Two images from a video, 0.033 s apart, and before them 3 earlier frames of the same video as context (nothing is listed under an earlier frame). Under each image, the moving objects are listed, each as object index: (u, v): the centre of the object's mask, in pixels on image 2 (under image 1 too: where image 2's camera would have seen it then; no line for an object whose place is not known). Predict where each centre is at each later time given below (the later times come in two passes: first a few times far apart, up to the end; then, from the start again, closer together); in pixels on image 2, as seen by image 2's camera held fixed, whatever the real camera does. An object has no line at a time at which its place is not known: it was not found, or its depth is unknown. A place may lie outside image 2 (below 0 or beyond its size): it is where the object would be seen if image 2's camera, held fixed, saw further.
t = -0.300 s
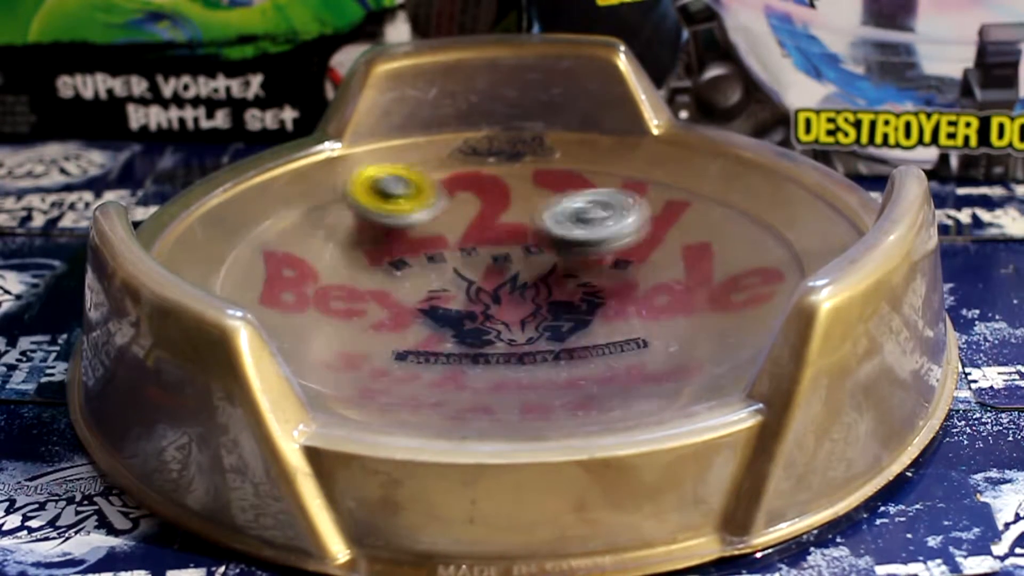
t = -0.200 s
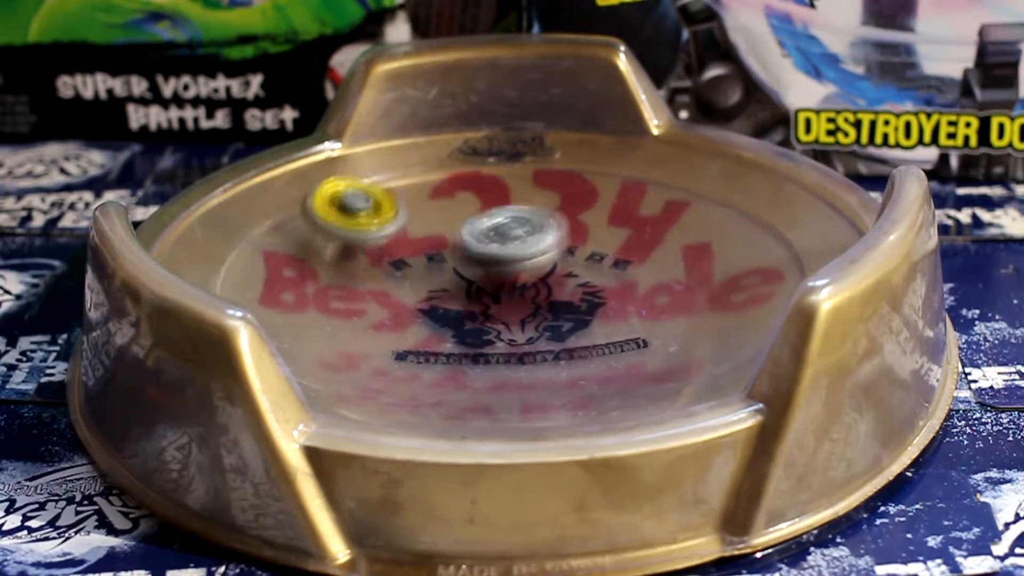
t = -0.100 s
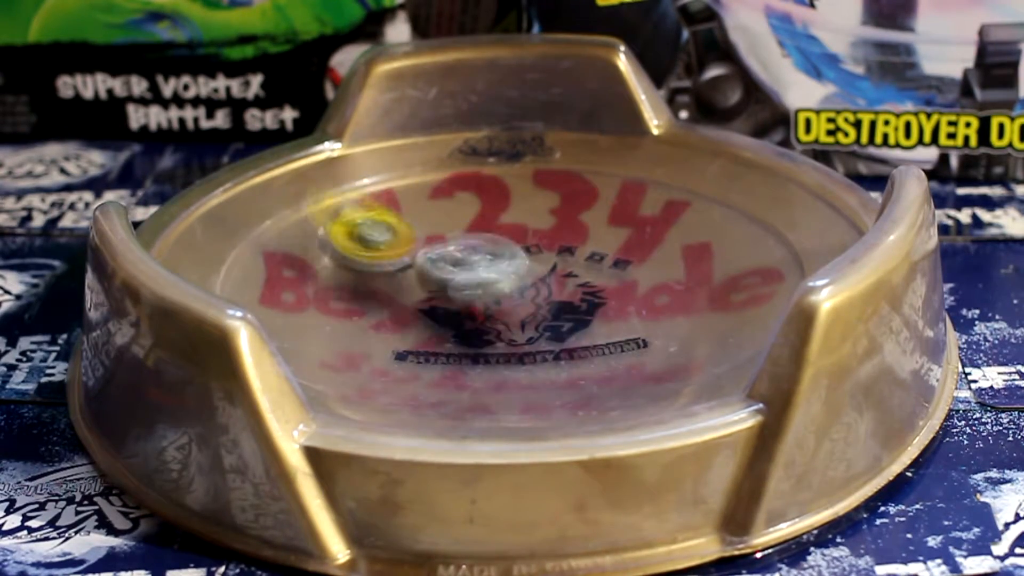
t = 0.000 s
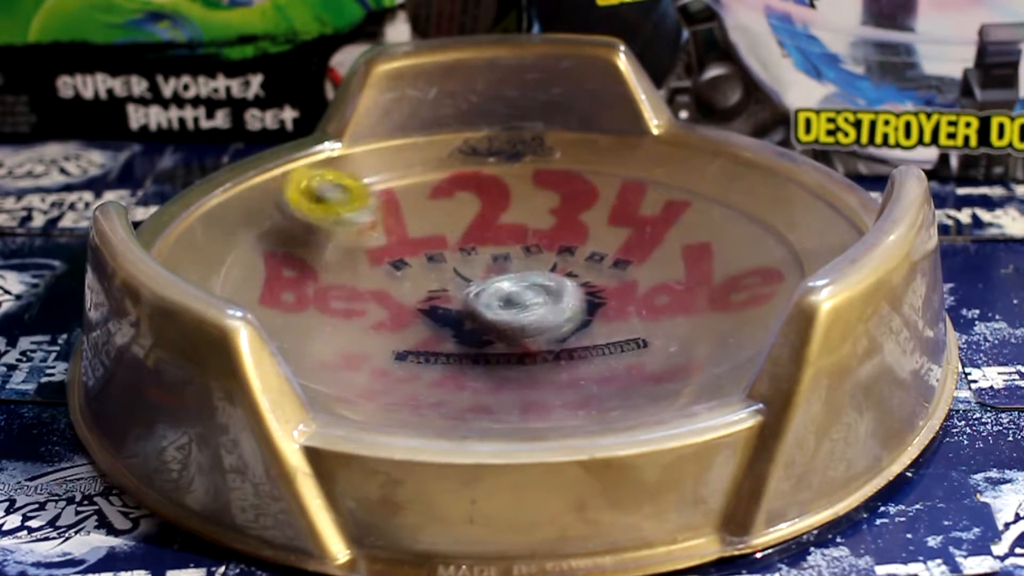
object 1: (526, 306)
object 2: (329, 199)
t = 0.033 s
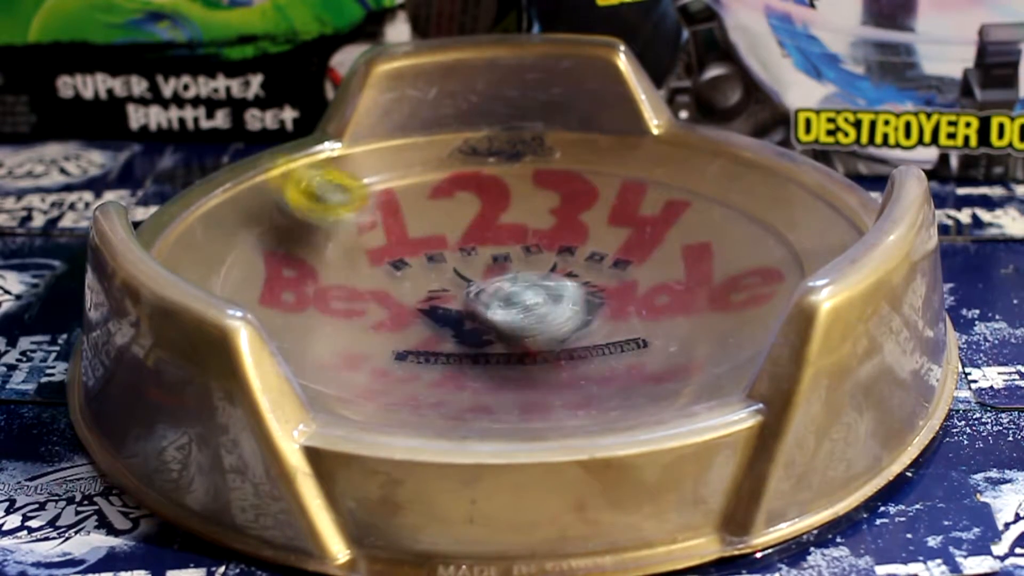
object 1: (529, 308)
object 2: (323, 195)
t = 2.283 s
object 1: (417, 251)
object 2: (602, 340)
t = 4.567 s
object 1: (357, 233)
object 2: (611, 267)
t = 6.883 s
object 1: (416, 282)
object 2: (584, 241)
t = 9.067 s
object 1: (535, 294)
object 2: (460, 226)
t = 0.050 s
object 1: (547, 315)
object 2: (312, 186)
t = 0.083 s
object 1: (550, 319)
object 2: (305, 182)
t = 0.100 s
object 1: (552, 319)
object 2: (299, 170)
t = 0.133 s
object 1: (570, 325)
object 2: (294, 164)
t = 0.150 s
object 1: (571, 326)
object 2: (293, 163)
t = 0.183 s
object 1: (587, 329)
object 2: (290, 155)
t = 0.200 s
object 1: (593, 332)
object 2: (290, 154)
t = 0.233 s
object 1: (597, 332)
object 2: (288, 153)
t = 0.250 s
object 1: (609, 332)
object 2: (284, 149)
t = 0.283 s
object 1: (615, 335)
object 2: (283, 147)
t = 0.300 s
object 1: (625, 336)
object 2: (281, 147)
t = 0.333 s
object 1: (633, 335)
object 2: (277, 146)
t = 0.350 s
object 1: (635, 336)
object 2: (276, 147)
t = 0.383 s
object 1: (647, 336)
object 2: (273, 148)
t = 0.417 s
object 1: (651, 336)
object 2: (271, 148)
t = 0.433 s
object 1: (656, 336)
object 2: (270, 147)
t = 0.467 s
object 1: (670, 335)
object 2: (268, 143)
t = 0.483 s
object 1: (671, 335)
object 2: (268, 142)
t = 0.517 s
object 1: (684, 333)
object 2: (267, 141)
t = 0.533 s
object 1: (686, 333)
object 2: (266, 141)
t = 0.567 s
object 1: (689, 331)
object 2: (265, 141)
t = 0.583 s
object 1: (695, 328)
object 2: (265, 142)
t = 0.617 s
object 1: (697, 327)
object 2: (264, 143)
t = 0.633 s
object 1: (699, 327)
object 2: (263, 144)
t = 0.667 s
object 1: (706, 327)
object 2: (261, 145)
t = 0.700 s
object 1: (708, 326)
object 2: (259, 145)
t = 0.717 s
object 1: (713, 326)
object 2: (258, 146)
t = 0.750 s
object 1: (718, 325)
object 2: (255, 147)
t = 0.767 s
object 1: (726, 324)
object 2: (250, 150)
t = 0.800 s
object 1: (717, 305)
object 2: (243, 154)
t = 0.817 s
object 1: (707, 303)
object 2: (241, 162)
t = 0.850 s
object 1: (685, 312)
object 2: (245, 174)
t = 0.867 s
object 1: (678, 308)
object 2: (249, 178)
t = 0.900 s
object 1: (663, 307)
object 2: (264, 183)
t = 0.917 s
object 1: (653, 306)
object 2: (272, 186)
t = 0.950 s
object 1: (635, 304)
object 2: (289, 200)
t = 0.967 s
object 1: (623, 303)
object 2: (300, 203)
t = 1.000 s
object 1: (599, 303)
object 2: (321, 210)
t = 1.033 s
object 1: (572, 303)
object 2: (342, 221)
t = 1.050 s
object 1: (559, 303)
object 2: (354, 226)
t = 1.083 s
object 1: (530, 304)
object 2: (381, 234)
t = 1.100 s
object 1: (517, 304)
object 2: (395, 238)
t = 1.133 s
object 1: (485, 305)
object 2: (420, 243)
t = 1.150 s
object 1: (471, 306)
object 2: (437, 247)
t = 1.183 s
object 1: (447, 306)
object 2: (466, 248)
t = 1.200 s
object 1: (436, 307)
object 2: (478, 249)
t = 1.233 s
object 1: (411, 309)
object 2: (505, 251)
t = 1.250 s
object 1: (400, 309)
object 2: (519, 249)
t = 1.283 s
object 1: (379, 312)
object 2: (546, 246)
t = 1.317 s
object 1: (362, 316)
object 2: (574, 242)
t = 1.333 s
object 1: (355, 315)
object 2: (586, 239)
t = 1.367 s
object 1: (345, 320)
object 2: (610, 233)
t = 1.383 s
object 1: (342, 319)
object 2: (622, 229)
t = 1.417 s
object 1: (341, 323)
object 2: (643, 221)
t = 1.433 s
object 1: (342, 324)
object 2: (653, 217)
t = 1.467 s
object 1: (347, 325)
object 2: (671, 208)
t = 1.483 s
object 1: (353, 326)
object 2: (679, 203)
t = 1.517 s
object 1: (367, 327)
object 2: (694, 195)
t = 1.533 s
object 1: (376, 326)
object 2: (701, 190)
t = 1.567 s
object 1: (392, 325)
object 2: (713, 185)
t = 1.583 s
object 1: (399, 323)
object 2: (720, 181)
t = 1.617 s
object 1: (412, 318)
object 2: (728, 177)
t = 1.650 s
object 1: (421, 312)
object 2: (716, 181)
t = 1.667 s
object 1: (425, 307)
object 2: (710, 183)
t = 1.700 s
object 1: (430, 298)
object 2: (702, 187)
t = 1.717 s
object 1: (432, 293)
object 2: (700, 189)
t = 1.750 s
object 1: (431, 283)
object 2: (697, 193)
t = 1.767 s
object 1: (430, 278)
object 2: (693, 196)
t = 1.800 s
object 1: (426, 266)
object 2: (685, 202)
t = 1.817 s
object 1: (422, 260)
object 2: (679, 207)
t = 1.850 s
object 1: (415, 248)
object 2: (667, 217)
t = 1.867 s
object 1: (411, 244)
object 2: (661, 222)
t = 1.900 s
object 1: (401, 233)
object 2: (651, 232)
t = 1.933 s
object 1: (390, 224)
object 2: (641, 245)
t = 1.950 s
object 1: (384, 221)
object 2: (636, 250)
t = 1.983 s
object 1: (371, 213)
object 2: (628, 262)
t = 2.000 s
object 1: (363, 210)
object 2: (624, 267)
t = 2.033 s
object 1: (351, 208)
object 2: (617, 279)
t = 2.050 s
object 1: (346, 208)
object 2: (613, 284)
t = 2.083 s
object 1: (339, 210)
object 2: (608, 294)
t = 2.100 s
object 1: (338, 211)
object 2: (605, 300)
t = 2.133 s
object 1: (340, 218)
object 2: (601, 310)
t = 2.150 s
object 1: (343, 222)
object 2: (600, 313)
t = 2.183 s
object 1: (356, 231)
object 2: (598, 322)
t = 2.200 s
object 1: (366, 236)
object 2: (598, 325)
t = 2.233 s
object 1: (384, 242)
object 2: (599, 332)
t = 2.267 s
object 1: (406, 248)
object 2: (601, 338)
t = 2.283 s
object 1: (417, 251)
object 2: (602, 340)
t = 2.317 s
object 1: (442, 253)
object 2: (605, 344)
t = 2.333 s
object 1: (455, 254)
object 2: (607, 345)
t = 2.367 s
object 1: (480, 254)
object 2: (610, 348)
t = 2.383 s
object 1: (494, 252)
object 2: (610, 350)
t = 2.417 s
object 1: (516, 250)
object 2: (609, 354)
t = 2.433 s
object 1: (526, 248)
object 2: (607, 355)
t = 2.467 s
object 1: (548, 241)
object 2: (604, 357)
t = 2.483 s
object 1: (559, 238)
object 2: (601, 358)
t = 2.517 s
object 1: (576, 231)
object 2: (597, 359)
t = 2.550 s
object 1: (590, 223)
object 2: (590, 359)
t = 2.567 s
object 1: (596, 218)
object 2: (587, 359)
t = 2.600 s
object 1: (604, 210)
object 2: (579, 358)
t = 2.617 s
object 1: (607, 204)
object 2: (574, 357)
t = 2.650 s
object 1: (607, 199)
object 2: (563, 356)
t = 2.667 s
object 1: (606, 195)
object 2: (558, 354)
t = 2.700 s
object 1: (597, 194)
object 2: (546, 352)
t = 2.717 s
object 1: (591, 194)
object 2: (539, 351)
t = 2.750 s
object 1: (580, 198)
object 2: (525, 348)
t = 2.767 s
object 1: (574, 202)
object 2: (517, 346)
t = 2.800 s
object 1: (565, 210)
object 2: (502, 344)
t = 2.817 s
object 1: (560, 217)
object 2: (493, 341)
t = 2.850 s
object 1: (555, 228)
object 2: (474, 336)
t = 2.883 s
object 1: (553, 240)
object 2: (455, 332)
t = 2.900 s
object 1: (553, 245)
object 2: (447, 330)
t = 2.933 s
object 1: (554, 256)
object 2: (427, 326)
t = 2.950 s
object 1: (556, 262)
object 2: (417, 322)
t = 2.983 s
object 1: (561, 272)
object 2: (398, 317)
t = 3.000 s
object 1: (565, 278)
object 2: (389, 315)
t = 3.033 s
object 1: (572, 286)
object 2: (370, 309)
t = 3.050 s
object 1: (576, 288)
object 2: (360, 307)
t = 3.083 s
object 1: (587, 295)
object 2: (343, 302)
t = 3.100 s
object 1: (593, 298)
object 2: (334, 298)
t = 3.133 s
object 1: (607, 302)
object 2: (319, 294)
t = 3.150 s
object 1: (612, 304)
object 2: (312, 292)
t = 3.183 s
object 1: (627, 305)
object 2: (297, 287)
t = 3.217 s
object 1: (642, 305)
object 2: (285, 283)
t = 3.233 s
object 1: (649, 306)
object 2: (279, 280)
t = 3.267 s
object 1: (661, 303)
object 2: (269, 276)
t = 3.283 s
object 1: (665, 301)
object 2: (265, 273)
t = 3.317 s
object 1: (668, 298)
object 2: (261, 271)
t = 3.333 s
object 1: (666, 297)
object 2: (260, 269)
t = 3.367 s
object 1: (660, 295)
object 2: (260, 267)
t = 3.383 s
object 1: (652, 294)
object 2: (261, 266)
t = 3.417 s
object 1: (635, 294)
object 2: (265, 265)
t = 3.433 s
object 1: (626, 295)
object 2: (268, 265)
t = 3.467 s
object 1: (606, 295)
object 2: (278, 264)
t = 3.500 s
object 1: (582, 297)
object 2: (290, 264)
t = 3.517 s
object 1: (571, 299)
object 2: (298, 264)
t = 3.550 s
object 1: (547, 303)
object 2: (315, 266)
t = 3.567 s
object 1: (537, 304)
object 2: (323, 266)
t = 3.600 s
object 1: (513, 306)
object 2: (342, 265)
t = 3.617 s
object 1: (502, 307)
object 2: (351, 264)
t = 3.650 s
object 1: (480, 313)
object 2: (366, 263)
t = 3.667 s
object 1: (471, 314)
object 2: (373, 261)
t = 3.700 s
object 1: (451, 315)
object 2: (391, 257)
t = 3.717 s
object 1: (444, 315)
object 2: (399, 255)
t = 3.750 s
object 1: (427, 321)
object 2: (413, 251)
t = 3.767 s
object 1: (421, 323)
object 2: (421, 247)
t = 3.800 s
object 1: (410, 326)
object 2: (436, 241)
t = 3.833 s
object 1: (402, 328)
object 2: (448, 235)
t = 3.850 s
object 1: (400, 330)
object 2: (455, 231)
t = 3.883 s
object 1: (401, 329)
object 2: (466, 224)
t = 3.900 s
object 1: (403, 333)
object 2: (472, 221)
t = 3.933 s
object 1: (409, 333)
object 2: (481, 213)
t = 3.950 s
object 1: (413, 334)
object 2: (485, 211)
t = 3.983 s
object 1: (421, 332)
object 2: (494, 204)
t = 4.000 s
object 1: (426, 331)
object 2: (497, 201)
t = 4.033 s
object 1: (433, 327)
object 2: (502, 194)
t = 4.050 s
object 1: (437, 325)
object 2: (505, 191)
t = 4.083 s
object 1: (441, 318)
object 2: (508, 187)
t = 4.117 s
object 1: (443, 309)
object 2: (509, 186)
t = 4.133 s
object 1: (442, 305)
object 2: (509, 186)
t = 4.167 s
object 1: (440, 297)
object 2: (510, 187)
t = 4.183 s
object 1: (439, 292)
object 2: (510, 189)
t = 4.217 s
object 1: (433, 284)
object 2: (510, 194)
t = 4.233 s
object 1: (430, 280)
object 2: (512, 197)
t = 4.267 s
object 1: (423, 271)
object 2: (515, 205)
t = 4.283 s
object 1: (418, 267)
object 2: (519, 210)
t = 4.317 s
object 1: (410, 257)
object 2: (526, 218)
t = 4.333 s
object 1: (404, 253)
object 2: (529, 223)
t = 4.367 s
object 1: (395, 246)
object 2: (538, 230)
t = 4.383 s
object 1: (389, 242)
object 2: (544, 234)
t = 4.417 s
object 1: (379, 236)
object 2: (555, 241)
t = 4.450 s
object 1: (369, 232)
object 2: (566, 248)
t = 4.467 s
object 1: (366, 231)
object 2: (573, 252)
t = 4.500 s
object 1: (359, 229)
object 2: (587, 257)
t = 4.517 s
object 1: (356, 229)
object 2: (593, 260)
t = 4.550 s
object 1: (356, 231)
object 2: (605, 265)
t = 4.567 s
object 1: (357, 233)
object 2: (611, 267)
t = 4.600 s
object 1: (362, 236)
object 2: (626, 270)
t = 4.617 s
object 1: (366, 238)
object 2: (633, 272)
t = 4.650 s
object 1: (379, 243)
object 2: (645, 275)
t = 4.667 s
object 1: (386, 246)
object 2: (651, 276)
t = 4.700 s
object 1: (403, 250)
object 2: (662, 278)
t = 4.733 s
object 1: (421, 253)
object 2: (674, 279)
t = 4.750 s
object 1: (432, 254)
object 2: (680, 279)
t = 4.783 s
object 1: (451, 254)
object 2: (689, 279)
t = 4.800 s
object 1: (461, 254)
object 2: (692, 279)
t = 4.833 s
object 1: (480, 252)
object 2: (694, 279)
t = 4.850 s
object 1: (489, 252)
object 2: (695, 279)
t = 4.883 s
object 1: (507, 250)
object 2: (692, 280)
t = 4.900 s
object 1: (516, 247)
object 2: (690, 280)
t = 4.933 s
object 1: (532, 242)
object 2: (682, 282)
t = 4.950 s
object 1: (540, 240)
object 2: (676, 284)
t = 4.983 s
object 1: (554, 235)
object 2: (662, 287)
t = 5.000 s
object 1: (560, 231)
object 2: (654, 290)
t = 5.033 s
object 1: (571, 226)
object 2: (638, 295)
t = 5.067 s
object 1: (577, 221)
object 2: (620, 300)
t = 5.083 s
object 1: (579, 218)
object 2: (612, 303)
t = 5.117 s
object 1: (580, 216)
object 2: (594, 308)
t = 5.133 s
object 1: (581, 215)
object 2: (586, 311)
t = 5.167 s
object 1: (579, 215)
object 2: (570, 316)
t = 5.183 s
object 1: (577, 215)
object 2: (561, 318)
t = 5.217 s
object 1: (573, 217)
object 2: (544, 323)
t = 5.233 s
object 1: (572, 219)
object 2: (536, 326)
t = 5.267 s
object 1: (566, 225)
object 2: (521, 330)
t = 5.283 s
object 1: (563, 228)
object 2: (514, 332)
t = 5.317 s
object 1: (560, 237)
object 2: (500, 336)
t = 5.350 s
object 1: (558, 246)
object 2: (487, 339)
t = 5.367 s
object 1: (558, 251)
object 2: (480, 340)
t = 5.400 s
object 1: (559, 260)
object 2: (468, 343)
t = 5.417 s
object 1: (560, 264)
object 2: (463, 344)
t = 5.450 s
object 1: (564, 271)
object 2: (452, 346)
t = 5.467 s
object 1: (566, 276)
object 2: (448, 347)
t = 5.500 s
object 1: (572, 283)
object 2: (441, 349)
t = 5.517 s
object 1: (574, 286)
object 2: (439, 349)
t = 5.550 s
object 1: (581, 292)
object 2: (436, 350)
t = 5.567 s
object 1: (585, 295)
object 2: (436, 349)
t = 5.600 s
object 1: (593, 299)
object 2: (435, 348)
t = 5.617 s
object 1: (599, 301)
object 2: (436, 348)
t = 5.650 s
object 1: (608, 302)
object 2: (436, 345)
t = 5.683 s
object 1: (616, 304)
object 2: (437, 343)
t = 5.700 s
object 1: (619, 304)
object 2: (436, 341)
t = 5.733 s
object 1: (624, 304)
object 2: (434, 337)
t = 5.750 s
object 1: (624, 304)
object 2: (433, 334)
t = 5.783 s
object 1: (623, 303)
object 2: (430, 329)
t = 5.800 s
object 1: (622, 303)
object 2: (428, 325)
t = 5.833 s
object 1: (617, 303)
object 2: (423, 319)
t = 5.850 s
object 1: (613, 303)
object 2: (420, 316)
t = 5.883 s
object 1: (602, 303)
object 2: (414, 309)
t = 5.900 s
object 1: (594, 303)
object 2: (411, 305)
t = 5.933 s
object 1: (579, 303)
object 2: (403, 298)
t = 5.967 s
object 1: (562, 304)
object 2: (396, 290)
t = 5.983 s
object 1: (554, 305)
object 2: (392, 287)
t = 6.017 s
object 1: (535, 306)
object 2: (385, 279)
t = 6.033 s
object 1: (527, 308)
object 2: (381, 275)
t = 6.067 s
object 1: (509, 310)
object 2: (375, 269)
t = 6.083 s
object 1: (501, 308)
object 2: (371, 265)
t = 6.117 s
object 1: (483, 312)
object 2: (365, 259)
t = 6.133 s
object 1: (475, 311)
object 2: (361, 255)
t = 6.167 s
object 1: (459, 312)
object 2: (355, 249)
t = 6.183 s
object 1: (452, 313)
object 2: (352, 246)
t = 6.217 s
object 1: (438, 314)
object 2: (346, 240)
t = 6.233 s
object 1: (433, 316)
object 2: (343, 239)
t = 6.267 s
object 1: (423, 318)
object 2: (340, 236)
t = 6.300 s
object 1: (416, 319)
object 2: (339, 235)
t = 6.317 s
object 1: (414, 319)
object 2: (340, 235)
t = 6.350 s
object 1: (411, 319)
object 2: (342, 236)
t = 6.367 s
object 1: (410, 319)
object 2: (346, 237)
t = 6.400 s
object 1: (411, 319)
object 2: (353, 239)
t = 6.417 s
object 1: (411, 317)
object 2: (358, 241)
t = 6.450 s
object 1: (413, 316)
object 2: (372, 244)
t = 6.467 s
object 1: (415, 315)
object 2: (379, 246)
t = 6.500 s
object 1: (419, 311)
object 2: (394, 247)
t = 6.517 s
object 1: (422, 308)
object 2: (401, 247)
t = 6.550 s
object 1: (425, 302)
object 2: (418, 247)
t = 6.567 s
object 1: (426, 299)
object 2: (427, 246)
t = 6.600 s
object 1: (425, 293)
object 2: (449, 245)
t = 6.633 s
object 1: (424, 286)
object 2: (470, 245)
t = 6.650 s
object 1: (418, 286)
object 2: (477, 245)
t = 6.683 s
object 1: (411, 286)
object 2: (491, 247)
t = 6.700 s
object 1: (408, 286)
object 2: (499, 248)
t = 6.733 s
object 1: (406, 285)
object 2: (512, 249)
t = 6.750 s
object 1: (405, 284)
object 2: (522, 247)
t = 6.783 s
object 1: (405, 285)
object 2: (539, 245)
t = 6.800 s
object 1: (406, 284)
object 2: (547, 245)
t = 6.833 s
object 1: (408, 283)
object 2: (563, 243)
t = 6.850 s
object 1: (410, 283)
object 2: (570, 243)
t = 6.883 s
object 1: (416, 282)
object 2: (584, 241)
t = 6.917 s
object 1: (422, 281)
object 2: (598, 238)
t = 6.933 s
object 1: (426, 280)
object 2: (604, 238)
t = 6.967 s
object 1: (434, 277)
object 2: (616, 236)
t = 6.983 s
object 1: (437, 275)
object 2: (621, 234)
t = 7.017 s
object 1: (443, 272)
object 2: (631, 232)
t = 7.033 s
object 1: (447, 270)
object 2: (635, 232)
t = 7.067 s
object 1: (453, 264)
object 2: (641, 230)
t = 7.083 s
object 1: (456, 262)
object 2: (643, 230)
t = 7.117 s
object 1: (459, 258)
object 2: (645, 230)
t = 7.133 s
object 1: (462, 255)
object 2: (644, 231)
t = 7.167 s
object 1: (464, 252)
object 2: (641, 232)
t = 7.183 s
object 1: (464, 249)
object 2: (639, 234)
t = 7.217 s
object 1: (465, 246)
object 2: (633, 240)
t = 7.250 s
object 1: (464, 245)
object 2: (627, 246)
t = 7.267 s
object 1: (465, 244)
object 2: (624, 249)
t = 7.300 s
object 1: (465, 242)
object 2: (618, 255)
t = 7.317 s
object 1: (466, 242)
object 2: (614, 259)
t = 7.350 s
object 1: (468, 243)
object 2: (607, 267)
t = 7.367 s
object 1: (469, 244)
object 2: (604, 270)
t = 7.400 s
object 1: (473, 244)
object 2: (597, 277)
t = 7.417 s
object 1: (474, 246)
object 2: (592, 281)
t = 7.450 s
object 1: (479, 248)
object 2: (586, 288)
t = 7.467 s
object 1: (481, 249)
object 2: (583, 291)
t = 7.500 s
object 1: (490, 253)
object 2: (576, 299)
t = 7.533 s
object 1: (500, 257)
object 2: (569, 306)
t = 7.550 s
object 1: (504, 258)
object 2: (566, 309)
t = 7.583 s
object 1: (516, 260)
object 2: (559, 316)
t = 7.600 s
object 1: (521, 261)
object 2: (555, 319)
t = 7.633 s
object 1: (532, 262)
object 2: (549, 324)
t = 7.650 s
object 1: (538, 262)
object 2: (546, 327)
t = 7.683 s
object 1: (547, 263)
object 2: (540, 331)
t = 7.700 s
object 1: (553, 262)
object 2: (539, 334)
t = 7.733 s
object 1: (561, 262)
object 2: (534, 337)
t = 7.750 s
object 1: (564, 262)
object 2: (532, 339)
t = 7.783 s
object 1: (569, 262)
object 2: (527, 342)
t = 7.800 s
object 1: (571, 262)
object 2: (525, 344)
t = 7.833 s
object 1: (573, 261)
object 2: (521, 347)
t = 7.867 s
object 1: (575, 262)
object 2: (518, 348)
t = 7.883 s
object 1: (575, 261)
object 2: (517, 348)
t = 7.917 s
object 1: (574, 263)
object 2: (516, 348)
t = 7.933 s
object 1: (573, 264)
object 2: (514, 348)
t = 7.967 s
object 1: (571, 267)
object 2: (512, 346)
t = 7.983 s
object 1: (569, 267)
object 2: (509, 346)
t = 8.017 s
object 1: (564, 270)
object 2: (504, 343)
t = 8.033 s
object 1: (561, 272)
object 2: (502, 342)
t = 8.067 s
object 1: (555, 276)
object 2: (495, 339)
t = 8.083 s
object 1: (553, 277)
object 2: (492, 337)
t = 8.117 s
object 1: (547, 283)
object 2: (484, 334)
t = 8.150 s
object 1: (544, 287)
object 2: (474, 330)
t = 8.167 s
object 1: (546, 286)
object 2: (470, 327)
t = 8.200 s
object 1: (556, 283)
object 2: (464, 325)
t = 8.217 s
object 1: (560, 281)
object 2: (461, 322)
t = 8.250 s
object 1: (565, 278)
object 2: (454, 316)
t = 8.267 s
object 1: (567, 276)
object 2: (452, 314)
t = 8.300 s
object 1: (568, 272)
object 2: (446, 307)
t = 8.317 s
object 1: (568, 268)
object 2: (443, 304)
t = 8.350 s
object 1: (563, 265)
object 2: (437, 296)
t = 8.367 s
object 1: (560, 263)
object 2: (435, 293)
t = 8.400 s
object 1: (551, 261)
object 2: (431, 286)
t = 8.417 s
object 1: (545, 260)
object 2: (428, 282)
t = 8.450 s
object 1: (533, 260)
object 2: (424, 275)
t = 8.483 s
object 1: (530, 261)
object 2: (414, 266)
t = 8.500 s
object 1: (531, 262)
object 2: (410, 262)
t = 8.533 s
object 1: (534, 263)
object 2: (407, 253)
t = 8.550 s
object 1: (534, 264)
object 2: (405, 250)
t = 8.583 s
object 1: (536, 267)
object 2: (402, 243)
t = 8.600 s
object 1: (537, 268)
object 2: (401, 238)
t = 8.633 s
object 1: (539, 270)
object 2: (401, 232)
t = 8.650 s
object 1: (539, 271)
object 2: (400, 229)
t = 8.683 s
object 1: (540, 275)
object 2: (399, 222)
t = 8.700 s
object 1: (541, 276)
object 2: (399, 221)
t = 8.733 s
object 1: (542, 278)
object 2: (399, 215)
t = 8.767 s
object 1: (544, 281)
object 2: (400, 210)
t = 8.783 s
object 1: (545, 282)
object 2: (402, 208)
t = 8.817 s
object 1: (546, 284)
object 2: (404, 205)
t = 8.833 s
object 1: (546, 285)
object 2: (405, 205)
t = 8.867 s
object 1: (547, 287)
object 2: (409, 204)
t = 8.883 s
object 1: (547, 288)
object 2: (412, 205)
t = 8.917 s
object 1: (547, 289)
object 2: (417, 207)
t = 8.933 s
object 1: (546, 290)
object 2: (422, 209)
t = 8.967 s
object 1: (545, 291)
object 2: (430, 213)
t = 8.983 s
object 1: (544, 292)
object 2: (435, 215)
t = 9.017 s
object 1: (541, 292)
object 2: (445, 219)
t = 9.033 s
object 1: (540, 293)
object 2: (450, 222)
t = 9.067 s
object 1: (535, 294)
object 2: (460, 226)
